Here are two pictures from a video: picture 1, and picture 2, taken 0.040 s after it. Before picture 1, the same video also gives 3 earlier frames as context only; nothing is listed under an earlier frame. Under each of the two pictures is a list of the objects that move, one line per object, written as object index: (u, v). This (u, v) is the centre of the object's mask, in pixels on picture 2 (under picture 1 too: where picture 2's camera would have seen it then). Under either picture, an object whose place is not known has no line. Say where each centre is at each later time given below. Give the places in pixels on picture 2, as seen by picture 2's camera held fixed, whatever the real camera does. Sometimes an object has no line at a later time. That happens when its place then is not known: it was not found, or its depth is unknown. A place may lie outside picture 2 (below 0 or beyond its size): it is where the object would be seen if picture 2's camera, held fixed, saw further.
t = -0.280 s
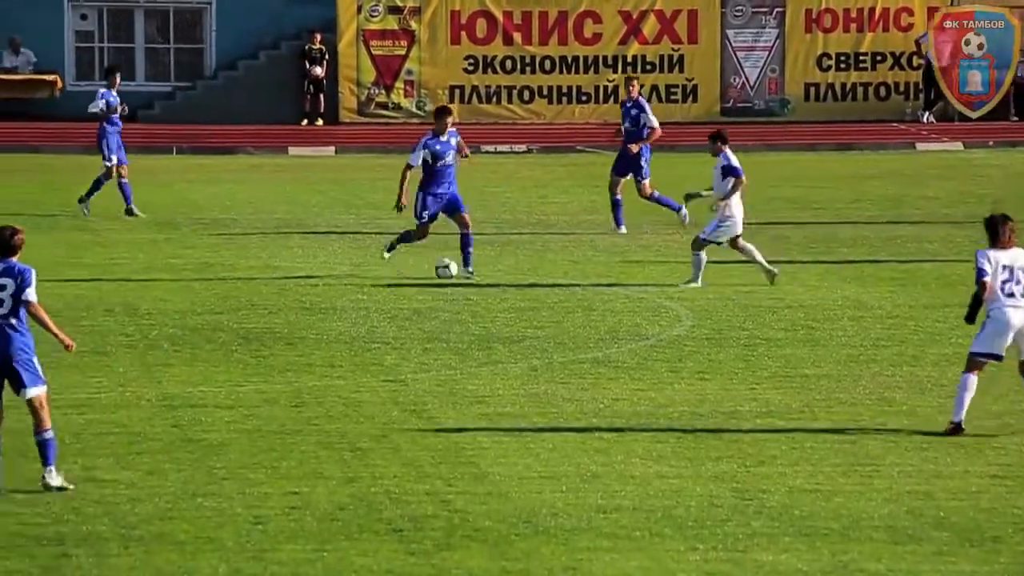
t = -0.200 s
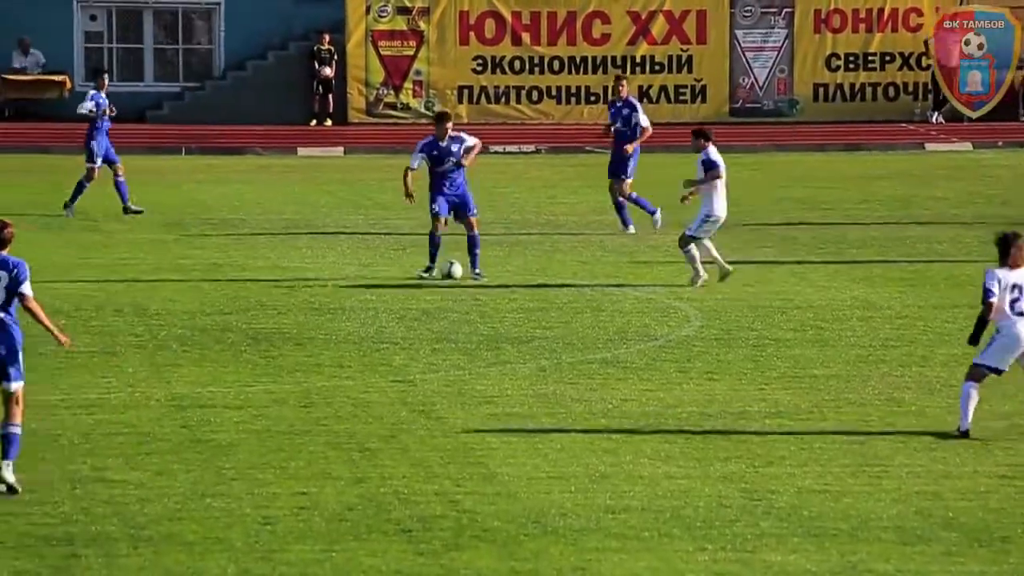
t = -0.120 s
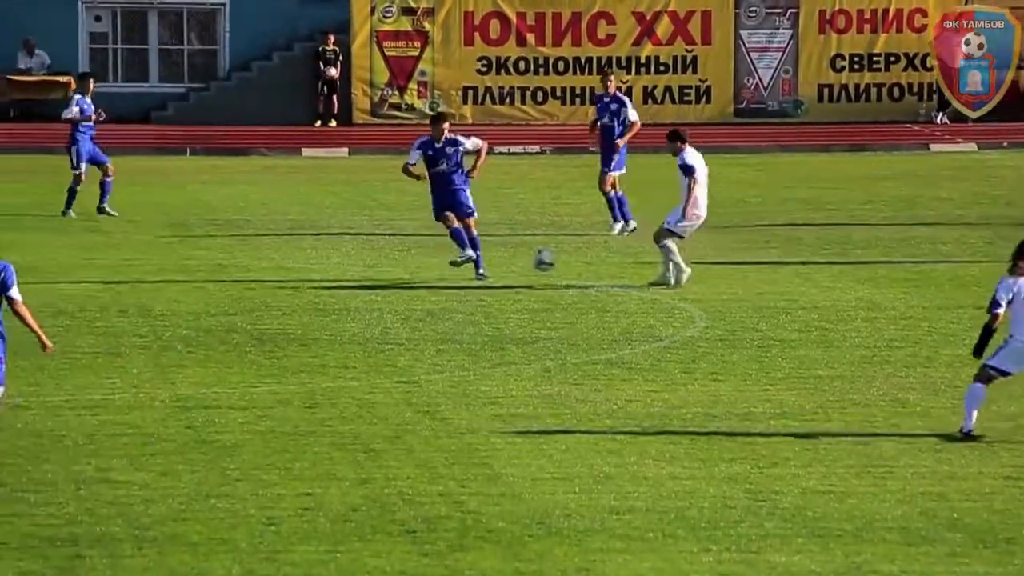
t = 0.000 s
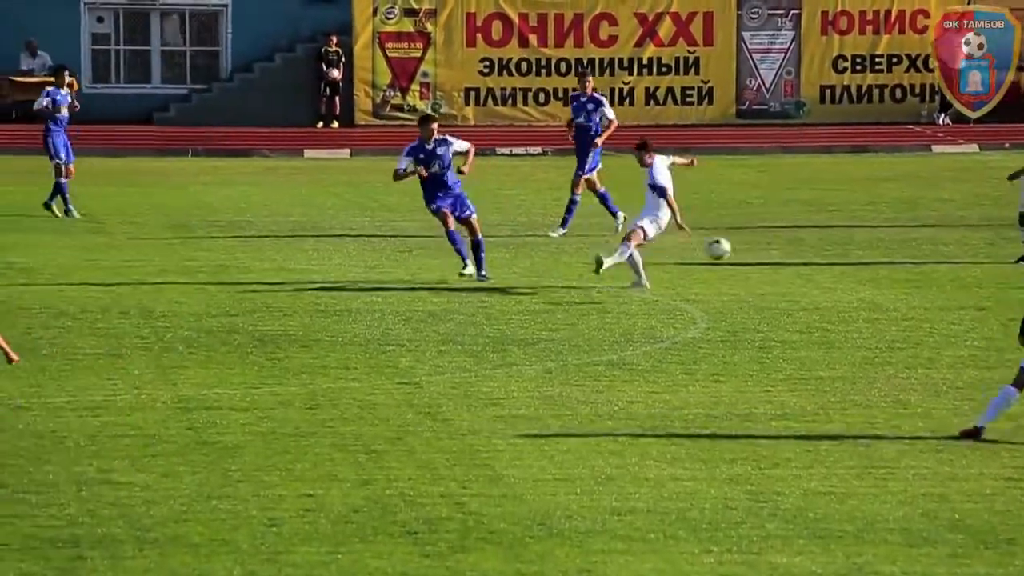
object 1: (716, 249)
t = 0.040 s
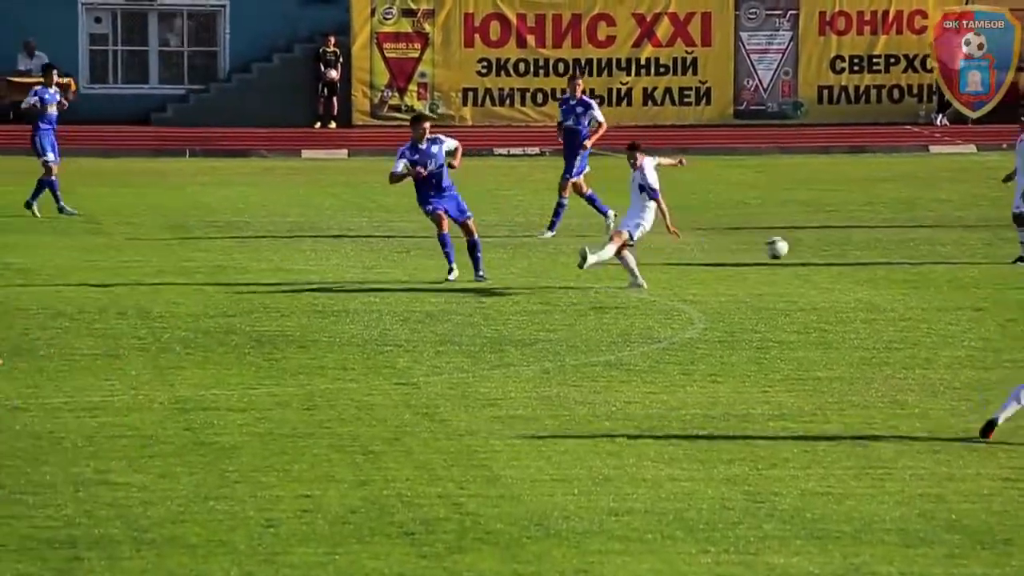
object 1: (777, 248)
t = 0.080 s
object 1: (838, 249)
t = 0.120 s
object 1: (902, 250)
